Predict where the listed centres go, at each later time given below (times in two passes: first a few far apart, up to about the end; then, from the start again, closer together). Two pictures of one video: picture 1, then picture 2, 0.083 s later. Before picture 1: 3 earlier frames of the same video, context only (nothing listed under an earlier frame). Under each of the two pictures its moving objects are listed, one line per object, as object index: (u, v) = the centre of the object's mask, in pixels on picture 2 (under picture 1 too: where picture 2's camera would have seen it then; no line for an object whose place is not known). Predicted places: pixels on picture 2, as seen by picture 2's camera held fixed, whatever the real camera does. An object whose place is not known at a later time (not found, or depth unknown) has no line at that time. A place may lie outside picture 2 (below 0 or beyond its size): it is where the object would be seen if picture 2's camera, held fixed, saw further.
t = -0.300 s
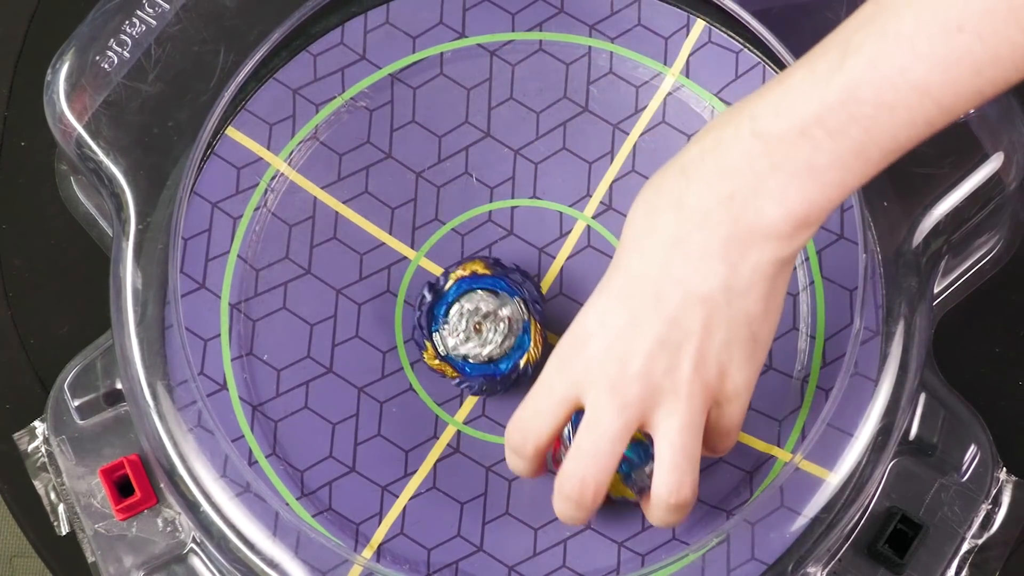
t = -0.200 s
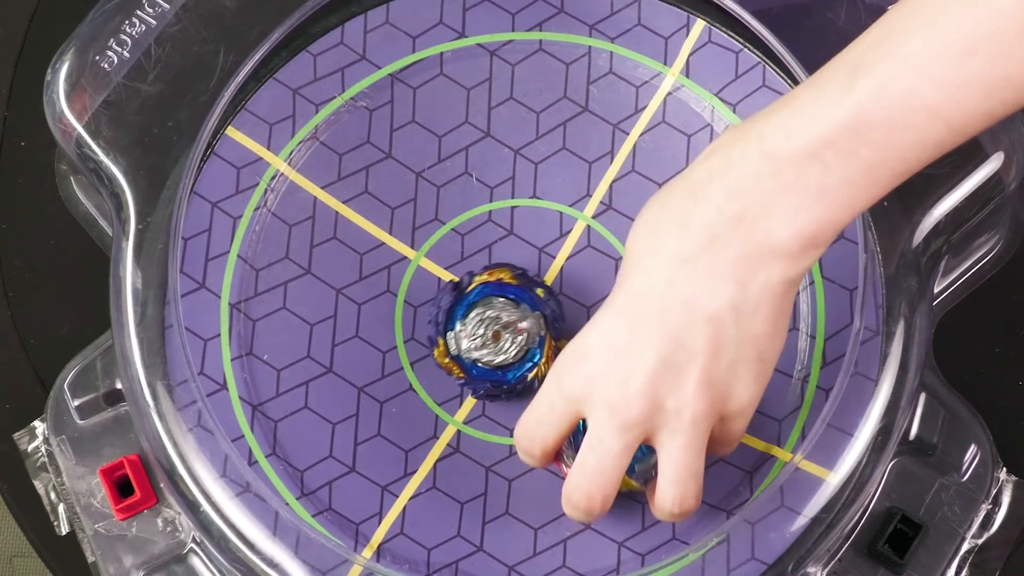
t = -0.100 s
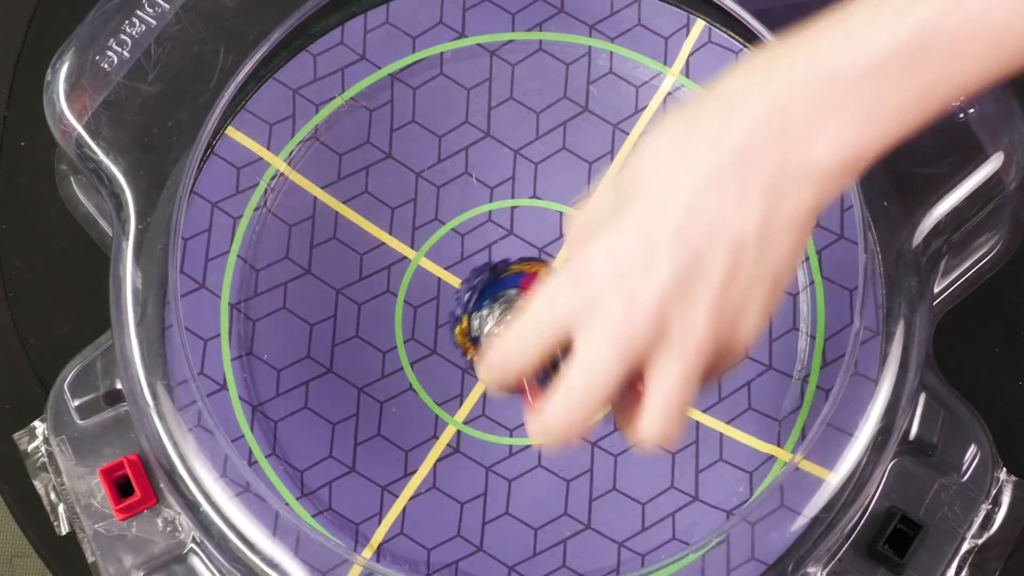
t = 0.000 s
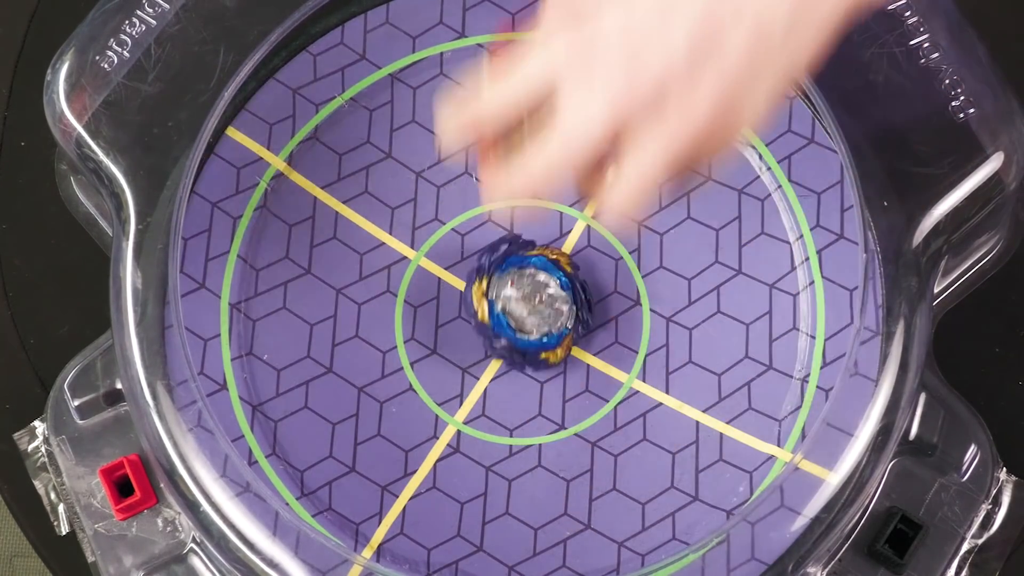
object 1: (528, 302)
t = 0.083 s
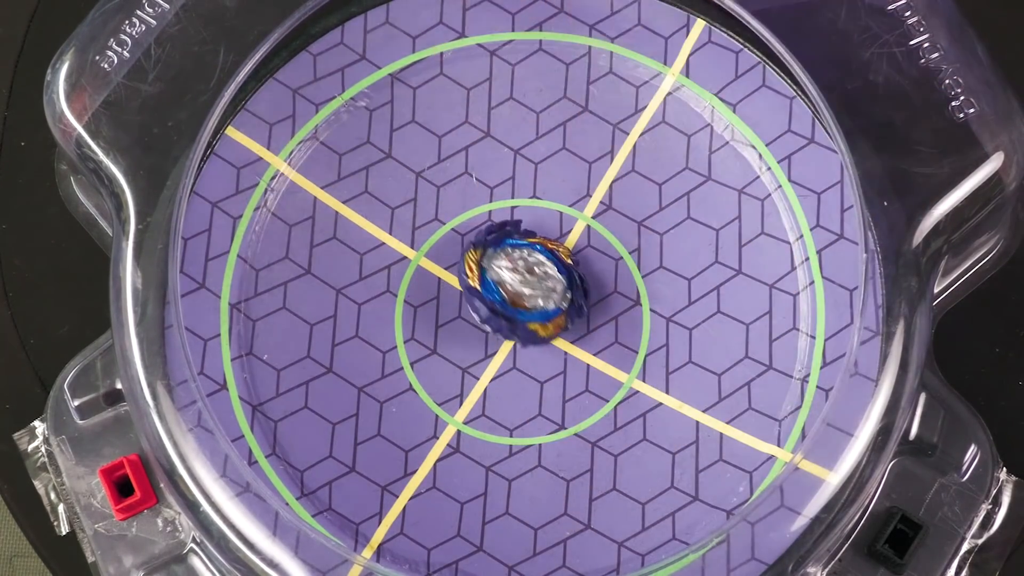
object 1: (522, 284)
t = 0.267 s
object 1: (489, 278)
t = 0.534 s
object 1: (478, 293)
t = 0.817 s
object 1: (485, 284)
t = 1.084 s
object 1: (518, 283)
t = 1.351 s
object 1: (524, 312)
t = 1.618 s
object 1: (524, 309)
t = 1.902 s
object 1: (518, 286)
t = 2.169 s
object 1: (511, 281)
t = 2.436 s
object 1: (522, 291)
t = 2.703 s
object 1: (524, 296)
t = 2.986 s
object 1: (521, 290)
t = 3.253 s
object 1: (520, 288)
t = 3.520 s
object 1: (520, 289)
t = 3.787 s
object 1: (520, 288)
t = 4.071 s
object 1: (520, 288)
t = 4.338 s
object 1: (520, 289)
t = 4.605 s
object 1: (520, 289)
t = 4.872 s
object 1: (520, 289)
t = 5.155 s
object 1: (520, 289)
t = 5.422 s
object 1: (520, 289)
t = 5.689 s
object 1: (520, 288)
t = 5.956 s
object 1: (520, 289)
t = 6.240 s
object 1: (520, 289)
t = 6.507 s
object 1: (520, 289)
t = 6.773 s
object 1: (520, 289)
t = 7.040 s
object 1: (520, 289)
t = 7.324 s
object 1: (520, 289)
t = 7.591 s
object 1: (520, 289)
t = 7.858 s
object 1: (520, 289)
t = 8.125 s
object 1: (520, 289)
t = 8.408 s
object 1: (520, 289)
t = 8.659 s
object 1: (520, 289)
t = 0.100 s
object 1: (519, 281)
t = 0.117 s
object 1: (516, 278)
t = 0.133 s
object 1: (513, 277)
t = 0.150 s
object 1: (510, 276)
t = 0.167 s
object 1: (506, 275)
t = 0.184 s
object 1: (503, 274)
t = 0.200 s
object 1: (500, 274)
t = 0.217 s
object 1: (497, 275)
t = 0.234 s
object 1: (494, 276)
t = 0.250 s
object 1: (492, 277)
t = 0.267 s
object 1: (489, 278)
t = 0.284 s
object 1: (487, 280)
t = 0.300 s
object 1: (486, 281)
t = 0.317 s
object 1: (485, 283)
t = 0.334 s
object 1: (484, 284)
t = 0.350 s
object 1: (482, 286)
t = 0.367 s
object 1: (481, 287)
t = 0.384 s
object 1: (480, 288)
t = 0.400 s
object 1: (480, 289)
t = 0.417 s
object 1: (480, 290)
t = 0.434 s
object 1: (480, 290)
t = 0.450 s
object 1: (479, 291)
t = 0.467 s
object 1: (479, 291)
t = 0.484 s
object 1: (479, 292)
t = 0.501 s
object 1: (479, 293)
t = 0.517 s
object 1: (478, 293)
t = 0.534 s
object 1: (478, 293)
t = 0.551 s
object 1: (478, 293)
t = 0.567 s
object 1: (478, 293)
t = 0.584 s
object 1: (478, 293)
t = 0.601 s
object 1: (478, 293)
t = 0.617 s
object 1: (478, 293)
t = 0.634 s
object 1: (479, 293)
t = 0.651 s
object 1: (479, 292)
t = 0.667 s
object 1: (479, 292)
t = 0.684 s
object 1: (479, 291)
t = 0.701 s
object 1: (480, 290)
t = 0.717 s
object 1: (480, 290)
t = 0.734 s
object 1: (481, 289)
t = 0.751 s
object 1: (481, 288)
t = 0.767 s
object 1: (482, 287)
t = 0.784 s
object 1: (483, 286)
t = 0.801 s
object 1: (484, 285)
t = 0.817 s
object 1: (485, 284)
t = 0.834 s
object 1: (486, 283)
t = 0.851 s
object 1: (487, 282)
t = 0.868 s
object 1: (489, 281)
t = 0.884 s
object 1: (491, 280)
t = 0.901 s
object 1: (493, 280)
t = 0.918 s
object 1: (495, 279)
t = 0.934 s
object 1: (497, 278)
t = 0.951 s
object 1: (499, 278)
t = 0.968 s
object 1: (502, 278)
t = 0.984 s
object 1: (504, 278)
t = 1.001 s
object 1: (506, 278)
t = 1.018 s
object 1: (509, 278)
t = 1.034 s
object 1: (511, 279)
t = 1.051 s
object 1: (514, 280)
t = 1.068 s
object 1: (516, 281)
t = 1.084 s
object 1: (518, 283)
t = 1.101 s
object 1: (520, 284)
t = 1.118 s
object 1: (522, 286)
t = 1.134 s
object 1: (523, 288)
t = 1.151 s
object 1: (525, 290)
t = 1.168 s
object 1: (526, 292)
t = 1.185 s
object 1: (526, 294)
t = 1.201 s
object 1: (527, 297)
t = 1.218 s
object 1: (527, 299)
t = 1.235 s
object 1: (527, 301)
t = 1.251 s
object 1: (527, 303)
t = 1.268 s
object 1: (527, 305)
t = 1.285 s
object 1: (526, 307)
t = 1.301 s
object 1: (526, 308)
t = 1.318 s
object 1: (525, 309)
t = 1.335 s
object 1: (525, 311)
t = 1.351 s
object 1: (524, 312)
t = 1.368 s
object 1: (524, 313)
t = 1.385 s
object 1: (523, 314)
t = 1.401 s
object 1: (522, 314)
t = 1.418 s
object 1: (522, 315)
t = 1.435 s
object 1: (522, 315)
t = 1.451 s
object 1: (522, 315)
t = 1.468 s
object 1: (522, 315)
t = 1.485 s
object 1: (522, 315)
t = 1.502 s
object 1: (522, 315)
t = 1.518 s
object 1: (522, 314)
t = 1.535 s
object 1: (523, 314)
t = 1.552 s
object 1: (523, 313)
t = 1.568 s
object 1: (523, 312)
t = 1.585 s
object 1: (524, 312)
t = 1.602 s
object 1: (524, 310)
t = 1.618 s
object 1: (524, 309)
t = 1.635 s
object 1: (525, 308)
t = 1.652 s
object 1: (525, 307)
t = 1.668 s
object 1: (525, 305)
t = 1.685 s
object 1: (526, 304)
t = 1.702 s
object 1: (526, 303)
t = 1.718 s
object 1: (526, 301)
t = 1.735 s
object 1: (525, 299)
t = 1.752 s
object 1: (525, 298)
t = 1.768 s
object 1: (525, 296)
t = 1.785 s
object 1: (525, 295)
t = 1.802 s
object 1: (524, 293)
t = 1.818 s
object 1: (524, 292)
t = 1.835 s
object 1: (523, 290)
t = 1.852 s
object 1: (522, 289)
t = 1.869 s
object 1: (521, 288)
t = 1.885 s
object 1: (520, 287)
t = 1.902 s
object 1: (518, 286)
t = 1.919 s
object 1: (517, 285)
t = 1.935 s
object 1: (516, 284)
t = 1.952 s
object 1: (515, 283)
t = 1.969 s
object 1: (514, 283)
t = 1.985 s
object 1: (513, 282)
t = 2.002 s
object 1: (512, 282)
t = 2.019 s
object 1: (511, 281)
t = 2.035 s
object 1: (511, 281)
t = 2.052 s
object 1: (510, 281)
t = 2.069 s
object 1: (510, 281)
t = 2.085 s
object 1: (510, 281)
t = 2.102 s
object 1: (510, 281)
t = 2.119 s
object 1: (510, 281)
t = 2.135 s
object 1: (510, 281)
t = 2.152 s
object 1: (510, 281)
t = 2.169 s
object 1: (511, 281)
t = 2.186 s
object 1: (511, 282)
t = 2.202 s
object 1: (512, 282)
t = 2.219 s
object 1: (512, 282)
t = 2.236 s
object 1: (513, 283)
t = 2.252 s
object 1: (514, 283)
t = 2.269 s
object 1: (515, 284)
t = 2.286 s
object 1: (516, 284)
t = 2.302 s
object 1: (517, 285)
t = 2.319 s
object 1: (517, 286)
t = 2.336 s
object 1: (518, 286)
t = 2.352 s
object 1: (519, 287)
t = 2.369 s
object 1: (520, 288)
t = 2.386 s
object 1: (521, 289)
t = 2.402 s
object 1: (521, 289)
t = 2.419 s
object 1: (521, 290)
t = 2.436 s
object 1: (522, 291)
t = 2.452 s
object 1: (522, 291)
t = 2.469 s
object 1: (523, 292)
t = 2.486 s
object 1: (523, 293)
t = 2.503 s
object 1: (523, 293)
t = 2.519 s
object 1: (524, 294)
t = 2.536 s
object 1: (524, 294)
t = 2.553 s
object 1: (524, 295)
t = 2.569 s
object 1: (524, 295)
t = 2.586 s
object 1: (524, 295)
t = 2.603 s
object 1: (524, 296)
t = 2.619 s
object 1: (524, 296)
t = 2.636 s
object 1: (524, 296)
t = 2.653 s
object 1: (524, 296)
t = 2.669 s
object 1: (524, 296)
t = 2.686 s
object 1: (524, 296)
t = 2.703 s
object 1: (524, 296)
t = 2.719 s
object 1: (524, 295)
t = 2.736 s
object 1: (524, 295)
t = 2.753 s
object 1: (524, 295)
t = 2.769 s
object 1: (524, 294)
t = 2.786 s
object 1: (524, 294)
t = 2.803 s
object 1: (524, 294)
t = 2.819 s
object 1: (523, 293)
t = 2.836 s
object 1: (523, 293)
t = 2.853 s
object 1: (523, 293)
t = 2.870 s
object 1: (523, 292)
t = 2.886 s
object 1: (523, 292)
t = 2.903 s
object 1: (523, 292)
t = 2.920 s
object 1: (522, 291)
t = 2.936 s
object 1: (522, 291)
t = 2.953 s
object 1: (522, 291)
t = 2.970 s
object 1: (522, 290)
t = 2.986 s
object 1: (521, 290)
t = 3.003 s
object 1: (521, 290)
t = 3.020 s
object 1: (521, 290)
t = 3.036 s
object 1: (521, 289)
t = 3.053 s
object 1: (521, 289)
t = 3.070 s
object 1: (521, 289)
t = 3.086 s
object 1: (520, 289)
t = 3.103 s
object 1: (520, 289)
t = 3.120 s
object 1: (520, 288)
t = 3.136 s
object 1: (520, 288)
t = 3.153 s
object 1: (520, 288)
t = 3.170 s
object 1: (520, 288)
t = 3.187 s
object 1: (520, 288)
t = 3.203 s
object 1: (520, 288)
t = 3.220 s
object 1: (520, 288)
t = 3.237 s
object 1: (520, 288)
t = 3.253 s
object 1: (520, 288)
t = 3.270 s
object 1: (520, 288)
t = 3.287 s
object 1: (520, 288)
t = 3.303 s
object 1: (520, 288)
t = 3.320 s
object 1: (520, 288)
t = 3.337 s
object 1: (520, 288)
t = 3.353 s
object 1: (520, 288)
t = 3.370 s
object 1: (520, 288)
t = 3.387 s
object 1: (520, 288)
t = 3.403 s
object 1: (520, 288)
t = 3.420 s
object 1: (520, 288)
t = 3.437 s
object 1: (520, 288)
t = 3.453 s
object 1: (520, 288)
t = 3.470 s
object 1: (520, 288)
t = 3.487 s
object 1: (520, 288)
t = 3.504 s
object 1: (520, 288)
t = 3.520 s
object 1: (520, 289)
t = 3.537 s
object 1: (520, 288)
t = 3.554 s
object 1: (520, 289)
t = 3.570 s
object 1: (520, 289)
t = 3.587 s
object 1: (520, 289)
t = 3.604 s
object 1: (520, 288)
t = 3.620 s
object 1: (520, 289)
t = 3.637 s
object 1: (520, 288)
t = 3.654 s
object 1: (520, 289)
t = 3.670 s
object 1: (520, 288)
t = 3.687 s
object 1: (520, 288)
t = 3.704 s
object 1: (520, 288)
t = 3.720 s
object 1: (520, 288)
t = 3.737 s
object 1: (520, 288)
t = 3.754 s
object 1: (520, 288)
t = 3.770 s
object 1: (520, 288)
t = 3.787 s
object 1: (520, 288)
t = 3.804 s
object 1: (520, 288)
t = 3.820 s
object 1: (520, 289)
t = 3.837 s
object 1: (520, 289)
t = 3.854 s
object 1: (520, 288)
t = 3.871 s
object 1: (520, 289)
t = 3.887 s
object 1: (520, 288)
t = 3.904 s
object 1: (520, 289)
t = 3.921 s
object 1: (520, 288)
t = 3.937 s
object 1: (520, 289)
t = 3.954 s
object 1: (520, 289)
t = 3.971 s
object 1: (520, 288)
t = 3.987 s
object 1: (520, 288)
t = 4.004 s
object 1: (520, 288)
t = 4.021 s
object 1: (520, 289)
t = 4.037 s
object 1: (520, 288)
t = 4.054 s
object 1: (520, 289)
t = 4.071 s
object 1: (520, 288)
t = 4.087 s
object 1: (520, 289)
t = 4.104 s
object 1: (520, 288)
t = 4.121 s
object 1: (520, 289)
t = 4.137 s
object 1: (520, 288)
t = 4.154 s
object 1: (520, 289)
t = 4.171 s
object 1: (520, 289)
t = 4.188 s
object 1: (520, 289)
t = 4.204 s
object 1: (520, 289)
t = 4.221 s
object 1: (520, 289)
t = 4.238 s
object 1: (520, 289)
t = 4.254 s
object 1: (520, 289)
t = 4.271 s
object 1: (520, 289)
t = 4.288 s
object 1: (520, 289)
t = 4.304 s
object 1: (520, 289)
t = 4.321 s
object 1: (520, 289)
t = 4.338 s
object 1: (520, 289)
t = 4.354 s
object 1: (520, 289)
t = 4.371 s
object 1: (520, 289)
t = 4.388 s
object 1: (520, 289)
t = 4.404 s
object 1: (520, 289)
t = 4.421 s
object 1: (520, 289)
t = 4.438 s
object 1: (520, 289)
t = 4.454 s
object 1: (520, 289)
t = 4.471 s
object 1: (520, 289)
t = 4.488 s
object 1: (520, 289)
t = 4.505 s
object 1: (520, 289)
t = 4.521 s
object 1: (520, 289)
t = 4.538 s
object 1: (520, 289)
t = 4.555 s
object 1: (520, 289)
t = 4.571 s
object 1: (520, 289)
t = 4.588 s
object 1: (520, 289)
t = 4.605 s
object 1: (520, 289)
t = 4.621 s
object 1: (520, 289)
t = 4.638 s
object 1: (520, 289)
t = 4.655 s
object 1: (520, 289)
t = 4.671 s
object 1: (520, 289)
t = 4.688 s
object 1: (520, 289)
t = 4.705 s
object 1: (520, 289)
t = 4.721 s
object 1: (520, 289)
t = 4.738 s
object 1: (520, 289)
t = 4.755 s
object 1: (520, 289)
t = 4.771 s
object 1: (520, 289)
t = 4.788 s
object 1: (520, 289)
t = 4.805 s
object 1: (520, 289)
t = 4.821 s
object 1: (520, 289)
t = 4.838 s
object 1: (520, 289)
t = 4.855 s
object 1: (520, 289)
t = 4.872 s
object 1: (520, 289)
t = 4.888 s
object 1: (520, 289)
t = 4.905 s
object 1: (520, 289)
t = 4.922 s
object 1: (520, 289)
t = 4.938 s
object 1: (520, 289)
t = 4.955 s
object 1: (520, 289)
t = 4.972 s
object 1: (520, 289)
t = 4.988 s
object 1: (520, 289)
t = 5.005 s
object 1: (520, 289)
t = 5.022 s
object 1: (520, 289)
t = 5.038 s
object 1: (520, 289)
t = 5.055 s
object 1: (520, 289)
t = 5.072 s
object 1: (520, 289)
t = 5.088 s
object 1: (520, 289)
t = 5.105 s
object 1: (520, 289)
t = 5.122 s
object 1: (520, 289)
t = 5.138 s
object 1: (520, 289)
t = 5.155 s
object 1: (520, 289)
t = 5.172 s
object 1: (520, 289)
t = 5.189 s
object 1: (520, 289)
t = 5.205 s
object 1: (520, 289)
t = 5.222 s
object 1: (520, 289)
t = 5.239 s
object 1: (520, 289)
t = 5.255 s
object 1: (520, 289)
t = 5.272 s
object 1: (520, 289)
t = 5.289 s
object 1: (520, 289)
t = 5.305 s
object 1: (520, 289)
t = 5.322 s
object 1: (520, 289)
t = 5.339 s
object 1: (520, 289)
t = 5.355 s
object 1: (520, 289)
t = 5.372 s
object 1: (520, 289)
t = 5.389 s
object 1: (520, 289)
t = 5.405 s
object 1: (520, 289)
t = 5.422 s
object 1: (520, 289)
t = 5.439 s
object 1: (520, 289)
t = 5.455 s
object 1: (520, 289)
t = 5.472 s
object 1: (520, 289)
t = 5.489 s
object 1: (520, 289)
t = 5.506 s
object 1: (520, 289)
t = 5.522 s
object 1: (520, 289)
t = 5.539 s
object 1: (520, 289)
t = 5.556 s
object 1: (520, 288)
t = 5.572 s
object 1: (520, 289)
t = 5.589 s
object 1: (520, 288)
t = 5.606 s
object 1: (520, 288)
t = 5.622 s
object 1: (520, 288)
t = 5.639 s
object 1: (520, 289)
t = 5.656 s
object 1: (520, 288)
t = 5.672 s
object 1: (520, 289)
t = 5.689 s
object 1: (520, 288)
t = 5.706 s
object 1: (520, 289)
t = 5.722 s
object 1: (520, 289)
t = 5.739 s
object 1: (520, 289)
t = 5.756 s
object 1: (520, 289)
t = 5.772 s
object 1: (520, 289)
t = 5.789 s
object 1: (520, 289)
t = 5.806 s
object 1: (520, 289)
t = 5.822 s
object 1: (520, 289)
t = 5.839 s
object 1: (520, 289)
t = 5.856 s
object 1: (520, 289)
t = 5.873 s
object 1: (520, 289)
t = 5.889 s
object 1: (520, 289)
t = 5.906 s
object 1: (520, 289)
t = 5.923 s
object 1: (520, 289)
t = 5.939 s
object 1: (520, 289)
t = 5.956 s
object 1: (520, 289)
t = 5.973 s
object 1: (520, 289)
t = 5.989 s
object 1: (520, 289)
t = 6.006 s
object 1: (520, 289)
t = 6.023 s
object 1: (520, 288)
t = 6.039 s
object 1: (520, 289)
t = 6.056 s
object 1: (520, 288)
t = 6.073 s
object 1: (520, 288)
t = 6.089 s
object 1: (520, 289)
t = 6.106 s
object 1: (520, 289)
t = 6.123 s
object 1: (520, 289)
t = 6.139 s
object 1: (520, 289)
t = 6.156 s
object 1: (520, 289)
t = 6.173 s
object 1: (520, 289)
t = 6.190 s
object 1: (520, 289)
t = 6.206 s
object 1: (520, 289)
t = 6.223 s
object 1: (520, 289)
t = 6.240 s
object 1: (520, 289)
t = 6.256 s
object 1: (520, 289)
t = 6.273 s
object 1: (520, 289)
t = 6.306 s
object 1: (520, 289)
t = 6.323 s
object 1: (520, 289)
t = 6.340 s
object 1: (520, 289)
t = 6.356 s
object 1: (520, 289)
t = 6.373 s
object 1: (520, 289)
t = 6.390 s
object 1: (520, 289)
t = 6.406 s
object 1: (520, 289)
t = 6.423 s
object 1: (520, 289)
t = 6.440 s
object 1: (520, 289)
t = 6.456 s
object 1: (520, 289)
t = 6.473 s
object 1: (520, 289)
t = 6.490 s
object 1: (520, 289)
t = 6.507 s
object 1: (520, 289)
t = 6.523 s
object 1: (520, 289)
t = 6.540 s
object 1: (520, 289)
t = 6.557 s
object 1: (520, 289)
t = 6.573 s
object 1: (520, 289)
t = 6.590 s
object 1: (520, 289)
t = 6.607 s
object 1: (520, 289)
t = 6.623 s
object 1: (520, 289)
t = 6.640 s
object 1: (520, 289)
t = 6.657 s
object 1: (520, 289)
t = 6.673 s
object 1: (520, 289)
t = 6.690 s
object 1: (520, 289)
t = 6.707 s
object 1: (520, 289)
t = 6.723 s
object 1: (520, 289)
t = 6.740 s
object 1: (520, 289)
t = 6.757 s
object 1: (520, 289)
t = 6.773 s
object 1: (520, 289)
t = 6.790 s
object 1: (520, 289)
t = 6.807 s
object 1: (520, 289)
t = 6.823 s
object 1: (520, 289)
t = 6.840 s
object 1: (520, 289)
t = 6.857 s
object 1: (520, 289)
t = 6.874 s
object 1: (520, 289)
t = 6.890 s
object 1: (520, 289)
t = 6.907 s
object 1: (520, 289)
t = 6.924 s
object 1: (520, 289)
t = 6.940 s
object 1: (520, 289)
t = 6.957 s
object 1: (520, 289)
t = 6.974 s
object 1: (520, 289)
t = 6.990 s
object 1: (520, 289)
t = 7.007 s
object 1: (520, 289)
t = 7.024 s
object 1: (520, 289)
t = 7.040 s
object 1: (520, 289)
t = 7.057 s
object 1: (520, 289)
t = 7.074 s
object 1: (520, 289)
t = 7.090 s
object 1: (520, 289)
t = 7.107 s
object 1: (520, 289)
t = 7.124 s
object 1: (520, 289)
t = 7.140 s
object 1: (520, 289)
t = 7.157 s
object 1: (520, 289)
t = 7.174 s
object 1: (520, 289)
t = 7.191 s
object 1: (520, 289)
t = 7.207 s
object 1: (520, 289)
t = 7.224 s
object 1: (520, 289)
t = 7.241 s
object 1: (520, 289)
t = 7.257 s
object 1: (520, 289)
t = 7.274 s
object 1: (520, 289)
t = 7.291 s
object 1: (520, 289)
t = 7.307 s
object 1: (520, 289)
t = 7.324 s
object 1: (520, 289)
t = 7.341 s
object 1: (520, 289)
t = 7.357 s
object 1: (520, 289)
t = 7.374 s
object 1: (520, 289)
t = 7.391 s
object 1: (520, 289)
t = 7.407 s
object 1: (520, 289)
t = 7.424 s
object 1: (520, 289)
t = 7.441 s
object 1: (520, 289)
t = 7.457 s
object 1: (520, 289)
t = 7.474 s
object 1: (520, 289)
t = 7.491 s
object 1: (520, 289)
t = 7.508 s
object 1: (520, 289)
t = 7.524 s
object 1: (520, 289)
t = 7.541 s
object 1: (520, 289)
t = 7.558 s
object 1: (520, 289)
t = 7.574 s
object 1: (520, 289)
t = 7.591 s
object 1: (520, 289)
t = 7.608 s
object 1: (520, 289)
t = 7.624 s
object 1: (520, 289)
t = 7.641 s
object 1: (520, 289)
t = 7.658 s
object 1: (520, 289)
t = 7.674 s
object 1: (520, 289)
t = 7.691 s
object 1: (520, 289)
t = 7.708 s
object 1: (520, 289)
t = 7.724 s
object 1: (520, 289)
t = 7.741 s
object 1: (520, 289)
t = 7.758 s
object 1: (520, 289)
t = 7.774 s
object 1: (520, 289)
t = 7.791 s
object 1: (520, 289)
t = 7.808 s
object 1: (520, 289)
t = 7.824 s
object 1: (520, 289)
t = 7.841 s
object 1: (520, 289)
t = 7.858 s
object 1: (520, 289)
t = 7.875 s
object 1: (520, 289)
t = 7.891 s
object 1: (520, 289)
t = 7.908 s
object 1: (520, 289)
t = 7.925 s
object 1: (520, 289)
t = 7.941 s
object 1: (520, 289)
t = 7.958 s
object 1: (520, 289)
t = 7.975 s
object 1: (520, 289)
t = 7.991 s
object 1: (520, 289)
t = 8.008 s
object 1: (520, 289)
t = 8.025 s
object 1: (520, 289)
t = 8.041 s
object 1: (520, 289)
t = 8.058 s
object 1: (520, 289)
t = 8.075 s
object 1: (520, 289)
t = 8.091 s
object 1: (520, 289)
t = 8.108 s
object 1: (520, 289)
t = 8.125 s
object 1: (520, 289)
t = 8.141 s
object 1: (520, 289)
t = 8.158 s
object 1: (520, 289)
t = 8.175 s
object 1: (520, 289)
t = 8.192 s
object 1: (520, 289)
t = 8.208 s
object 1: (520, 289)
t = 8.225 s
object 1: (520, 289)
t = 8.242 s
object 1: (520, 289)
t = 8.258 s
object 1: (520, 289)
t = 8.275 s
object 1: (520, 289)
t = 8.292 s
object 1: (520, 289)
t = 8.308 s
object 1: (520, 289)
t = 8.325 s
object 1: (520, 289)
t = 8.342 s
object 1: (520, 289)
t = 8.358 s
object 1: (520, 289)
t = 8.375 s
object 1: (520, 289)
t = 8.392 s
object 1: (520, 289)
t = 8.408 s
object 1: (520, 289)
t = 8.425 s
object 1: (520, 289)
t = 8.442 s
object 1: (520, 289)
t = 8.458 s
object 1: (520, 289)
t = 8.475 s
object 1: (520, 289)
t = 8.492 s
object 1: (520, 289)
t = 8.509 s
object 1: (520, 289)
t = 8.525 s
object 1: (520, 289)
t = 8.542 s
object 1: (520, 289)
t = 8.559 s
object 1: (520, 289)
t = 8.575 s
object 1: (520, 289)
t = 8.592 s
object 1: (520, 289)
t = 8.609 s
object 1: (520, 289)
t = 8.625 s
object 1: (520, 289)
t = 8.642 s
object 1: (520, 289)
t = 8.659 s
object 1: (520, 289)
